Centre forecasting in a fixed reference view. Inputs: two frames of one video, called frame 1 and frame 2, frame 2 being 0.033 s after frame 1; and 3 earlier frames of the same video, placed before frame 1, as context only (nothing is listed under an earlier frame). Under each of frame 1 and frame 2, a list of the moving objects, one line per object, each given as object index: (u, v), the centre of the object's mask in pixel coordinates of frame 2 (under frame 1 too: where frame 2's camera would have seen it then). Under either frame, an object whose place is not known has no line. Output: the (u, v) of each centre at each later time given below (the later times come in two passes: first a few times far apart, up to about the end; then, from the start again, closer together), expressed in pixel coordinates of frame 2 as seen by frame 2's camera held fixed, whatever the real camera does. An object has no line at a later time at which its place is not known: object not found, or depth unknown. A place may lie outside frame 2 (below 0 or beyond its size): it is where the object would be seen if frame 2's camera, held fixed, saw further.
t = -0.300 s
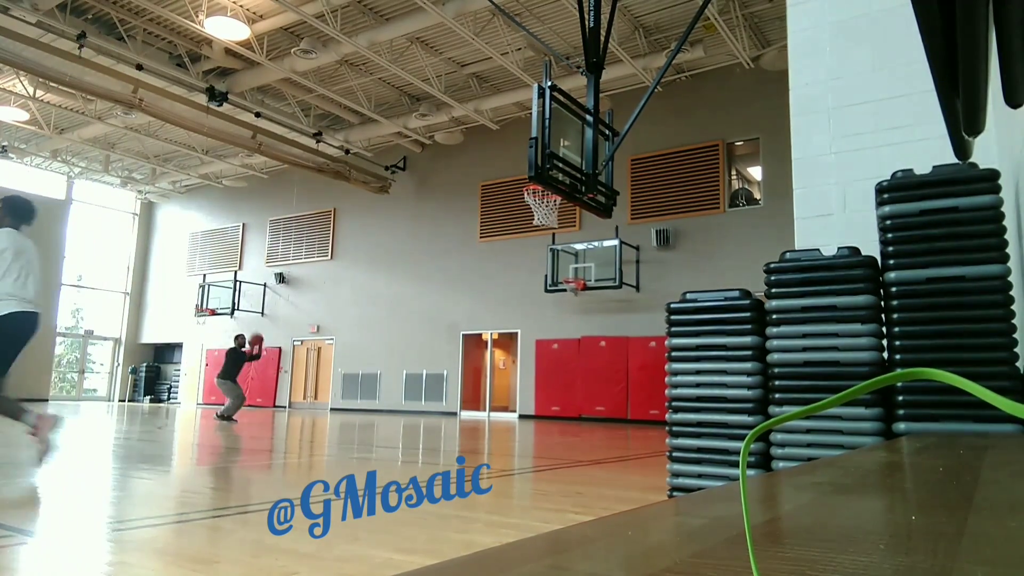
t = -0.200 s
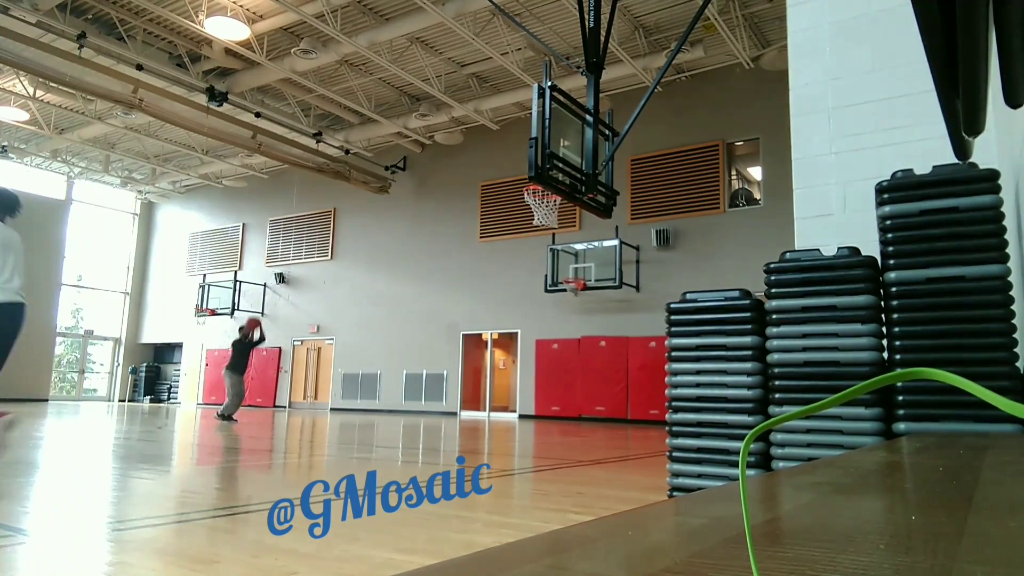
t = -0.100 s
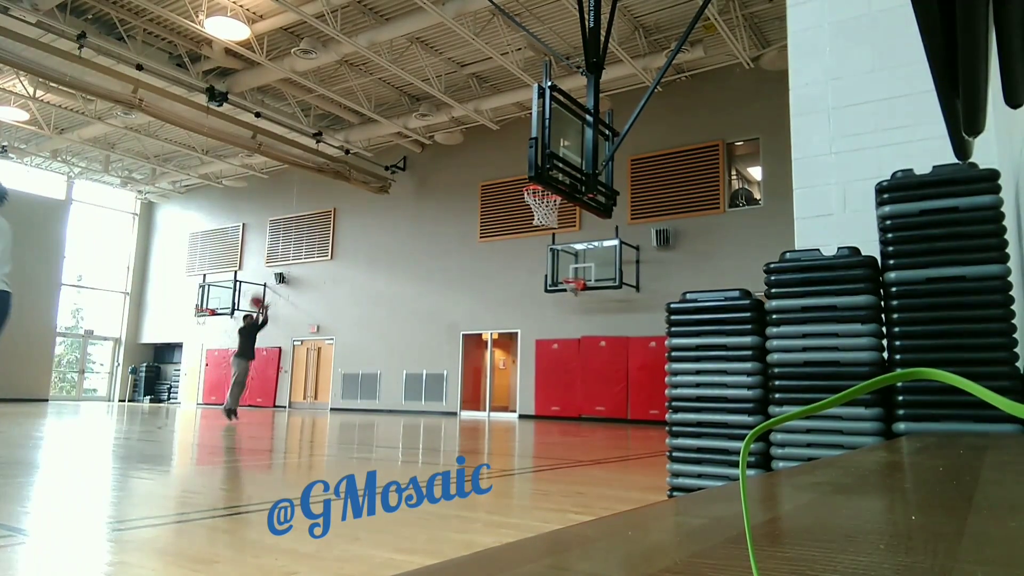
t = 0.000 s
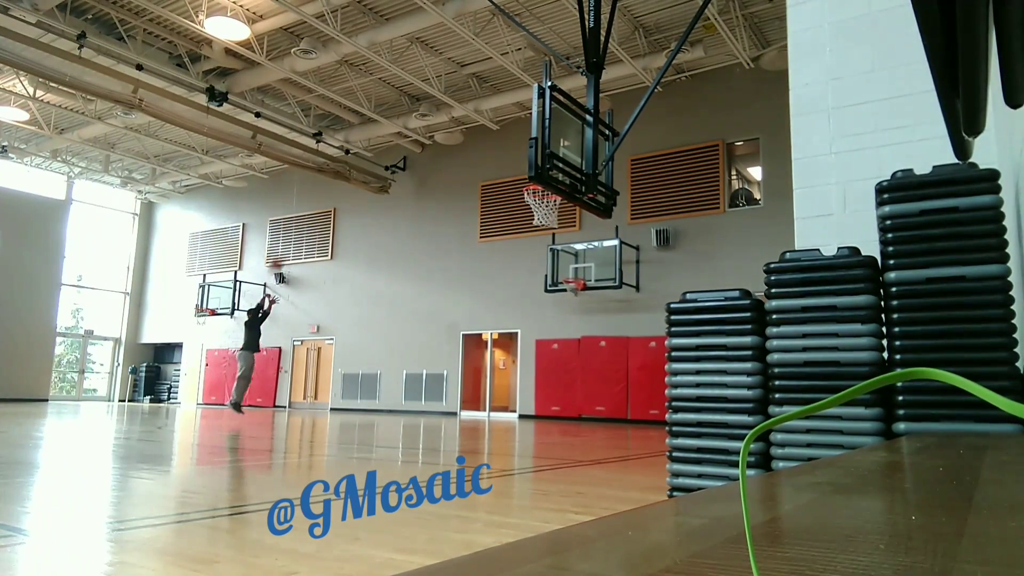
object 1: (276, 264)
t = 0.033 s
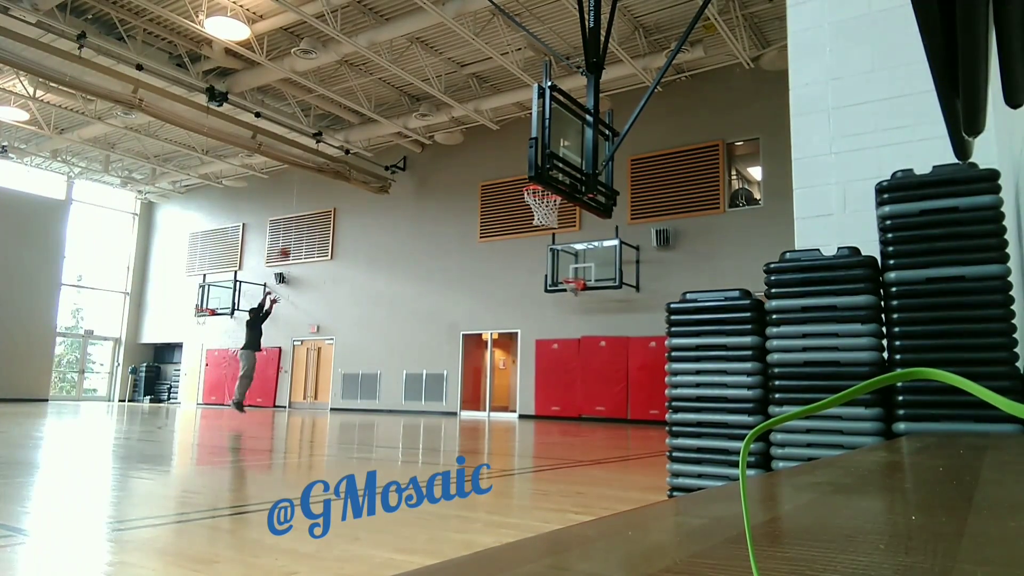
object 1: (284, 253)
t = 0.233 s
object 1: (330, 193)
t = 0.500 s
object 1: (392, 143)
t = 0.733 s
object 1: (451, 131)
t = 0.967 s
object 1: (517, 157)
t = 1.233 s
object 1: (540, 219)
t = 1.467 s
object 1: (560, 264)
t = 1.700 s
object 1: (581, 361)
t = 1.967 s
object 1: (609, 381)
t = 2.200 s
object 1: (640, 323)
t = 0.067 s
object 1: (292, 241)
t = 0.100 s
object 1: (299, 231)
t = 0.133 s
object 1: (306, 220)
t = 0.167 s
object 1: (314, 209)
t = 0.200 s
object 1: (323, 201)
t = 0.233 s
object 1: (330, 193)
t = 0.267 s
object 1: (337, 185)
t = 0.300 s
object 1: (344, 177)
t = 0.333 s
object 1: (351, 170)
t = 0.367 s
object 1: (360, 163)
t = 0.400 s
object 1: (368, 157)
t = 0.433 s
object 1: (376, 152)
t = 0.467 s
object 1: (384, 146)
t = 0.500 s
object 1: (392, 143)
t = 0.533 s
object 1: (400, 139)
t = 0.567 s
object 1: (408, 136)
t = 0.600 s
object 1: (418, 134)
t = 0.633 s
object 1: (426, 132)
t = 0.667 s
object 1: (433, 131)
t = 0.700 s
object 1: (443, 131)
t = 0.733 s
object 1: (451, 131)
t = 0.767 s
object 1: (460, 132)
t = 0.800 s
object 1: (469, 135)
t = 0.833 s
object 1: (477, 137)
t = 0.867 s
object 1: (487, 141)
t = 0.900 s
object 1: (497, 145)
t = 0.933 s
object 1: (506, 151)
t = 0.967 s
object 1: (517, 157)
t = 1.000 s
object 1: (523, 163)
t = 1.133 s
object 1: (533, 195)
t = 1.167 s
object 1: (531, 197)
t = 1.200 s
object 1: (531, 200)
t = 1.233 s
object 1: (540, 219)
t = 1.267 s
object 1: (542, 222)
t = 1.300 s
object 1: (544, 225)
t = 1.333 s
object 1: (547, 231)
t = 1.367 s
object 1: (550, 237)
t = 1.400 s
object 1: (554, 246)
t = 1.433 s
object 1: (557, 255)
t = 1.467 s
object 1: (560, 264)
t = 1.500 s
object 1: (562, 275)
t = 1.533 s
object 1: (567, 288)
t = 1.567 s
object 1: (570, 300)
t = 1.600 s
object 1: (573, 314)
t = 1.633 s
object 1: (576, 327)
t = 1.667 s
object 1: (579, 345)
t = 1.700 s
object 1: (581, 361)
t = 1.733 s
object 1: (585, 376)
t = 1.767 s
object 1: (586, 397)
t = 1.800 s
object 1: (590, 416)
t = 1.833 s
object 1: (594, 431)
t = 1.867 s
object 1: (598, 419)
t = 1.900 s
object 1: (601, 407)
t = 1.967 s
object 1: (609, 381)
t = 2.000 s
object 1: (614, 370)
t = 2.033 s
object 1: (618, 359)
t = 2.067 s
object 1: (622, 351)
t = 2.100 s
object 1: (627, 342)
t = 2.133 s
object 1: (632, 334)
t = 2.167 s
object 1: (636, 328)
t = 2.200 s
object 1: (640, 323)
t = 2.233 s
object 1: (644, 318)
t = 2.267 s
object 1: (648, 314)
